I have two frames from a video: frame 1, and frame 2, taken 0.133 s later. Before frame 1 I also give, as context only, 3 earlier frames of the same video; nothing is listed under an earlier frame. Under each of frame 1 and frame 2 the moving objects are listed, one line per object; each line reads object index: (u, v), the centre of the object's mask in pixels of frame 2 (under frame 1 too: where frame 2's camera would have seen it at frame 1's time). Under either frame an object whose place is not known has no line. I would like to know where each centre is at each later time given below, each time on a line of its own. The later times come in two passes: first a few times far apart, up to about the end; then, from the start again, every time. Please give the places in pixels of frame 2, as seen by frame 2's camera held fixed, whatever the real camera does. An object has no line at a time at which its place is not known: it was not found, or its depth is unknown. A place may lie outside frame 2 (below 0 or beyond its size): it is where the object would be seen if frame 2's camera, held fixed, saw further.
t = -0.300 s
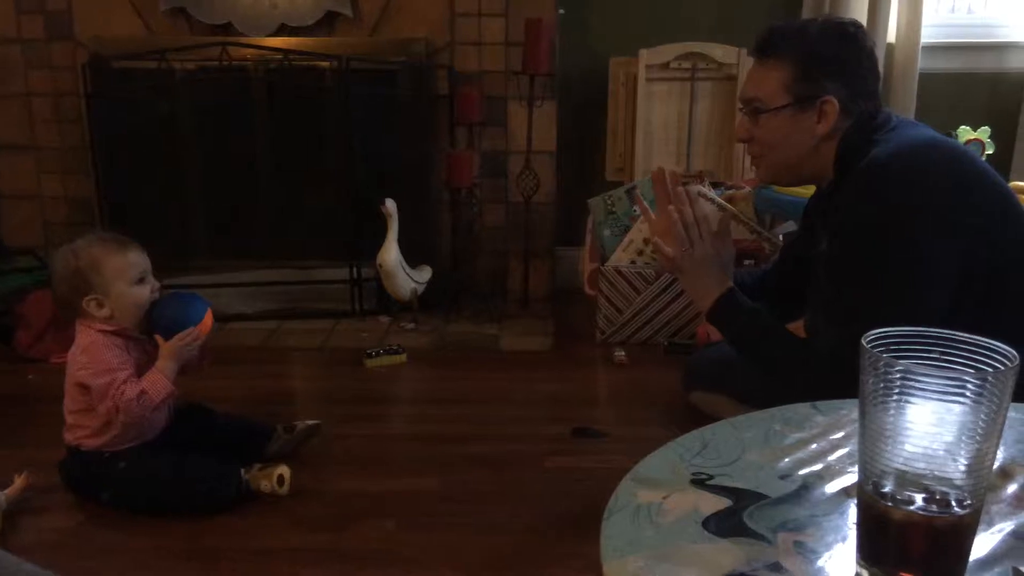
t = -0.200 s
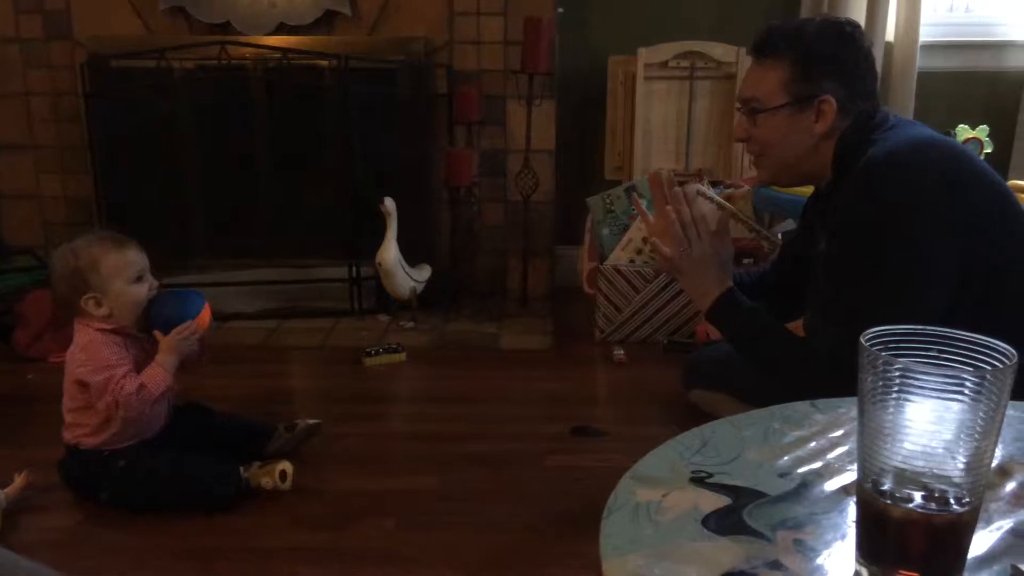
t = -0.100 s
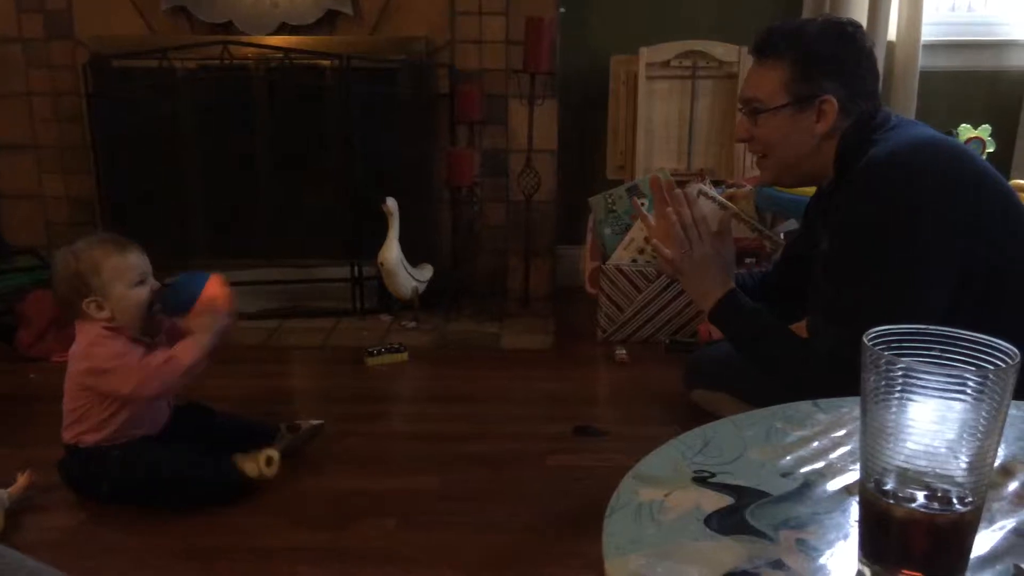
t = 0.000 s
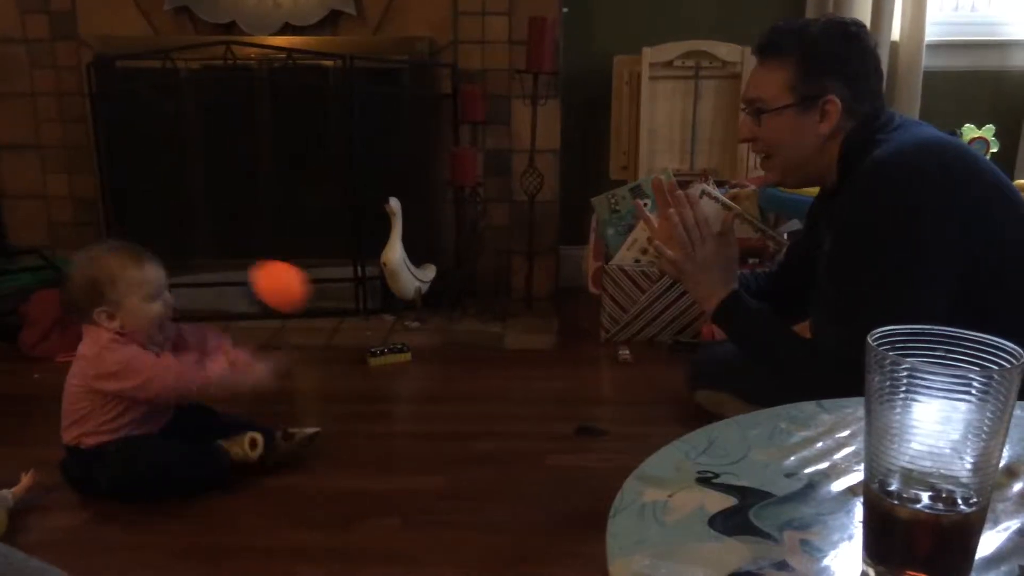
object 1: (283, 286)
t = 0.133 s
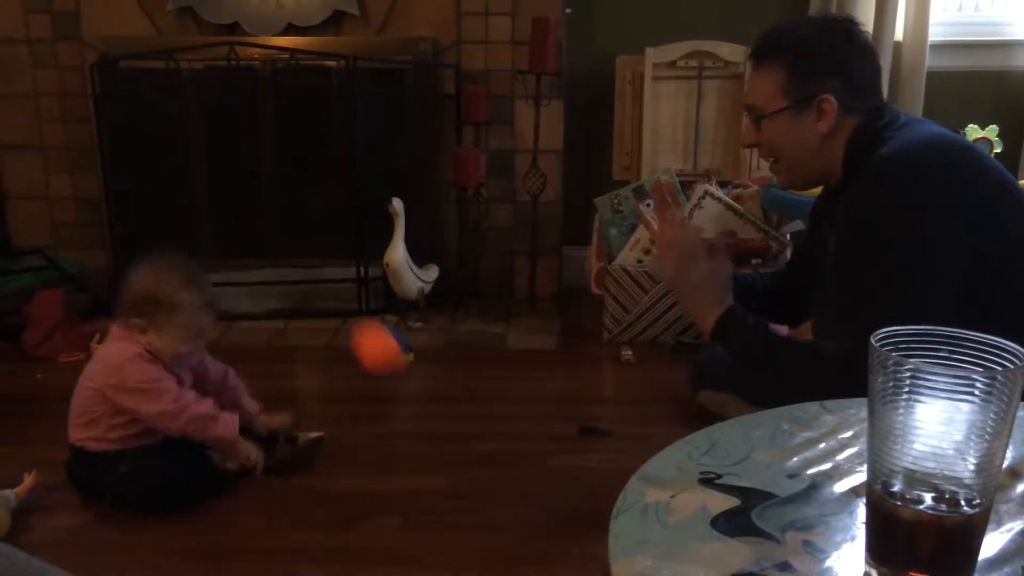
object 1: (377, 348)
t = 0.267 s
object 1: (441, 364)
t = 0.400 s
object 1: (482, 325)
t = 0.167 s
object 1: (401, 379)
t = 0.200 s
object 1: (425, 411)
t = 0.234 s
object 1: (433, 388)
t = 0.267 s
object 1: (441, 364)
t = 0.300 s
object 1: (451, 347)
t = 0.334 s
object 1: (461, 337)
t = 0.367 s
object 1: (470, 329)
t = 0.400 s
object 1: (482, 325)
